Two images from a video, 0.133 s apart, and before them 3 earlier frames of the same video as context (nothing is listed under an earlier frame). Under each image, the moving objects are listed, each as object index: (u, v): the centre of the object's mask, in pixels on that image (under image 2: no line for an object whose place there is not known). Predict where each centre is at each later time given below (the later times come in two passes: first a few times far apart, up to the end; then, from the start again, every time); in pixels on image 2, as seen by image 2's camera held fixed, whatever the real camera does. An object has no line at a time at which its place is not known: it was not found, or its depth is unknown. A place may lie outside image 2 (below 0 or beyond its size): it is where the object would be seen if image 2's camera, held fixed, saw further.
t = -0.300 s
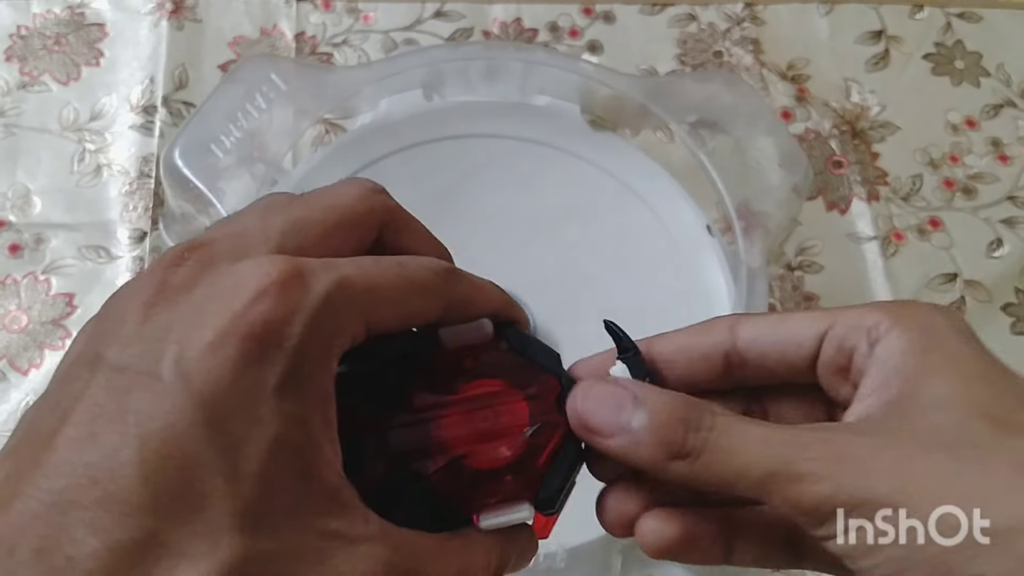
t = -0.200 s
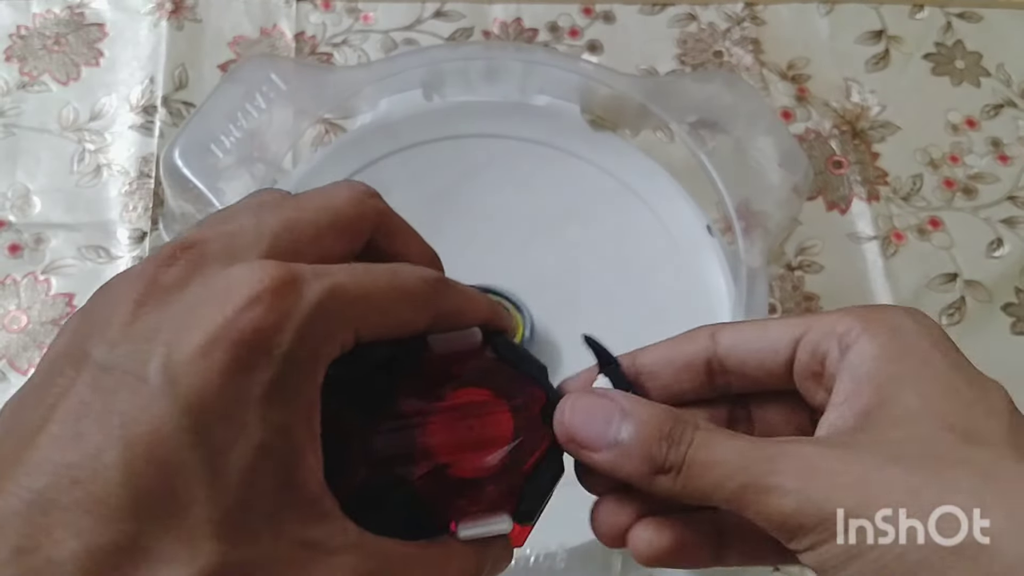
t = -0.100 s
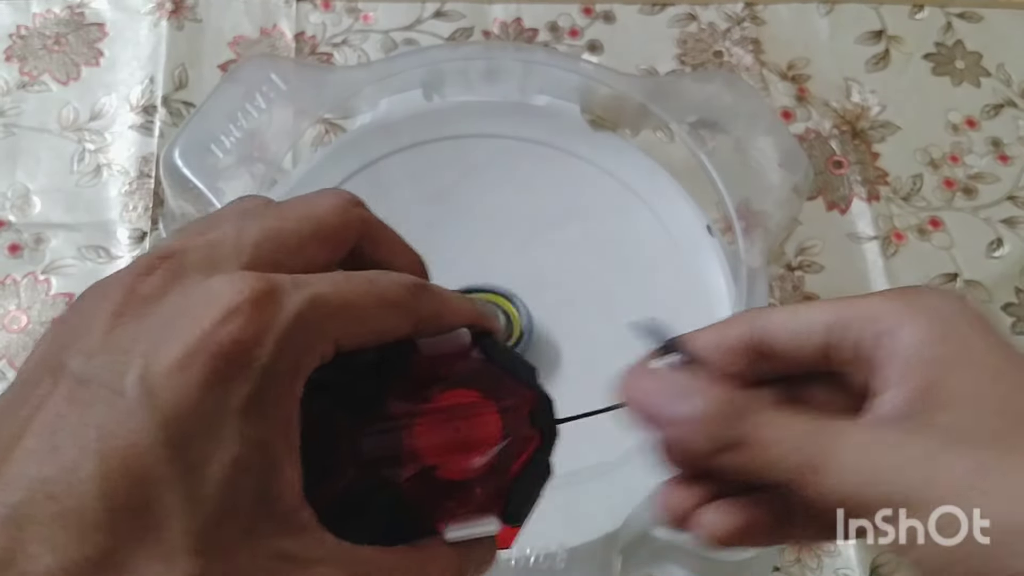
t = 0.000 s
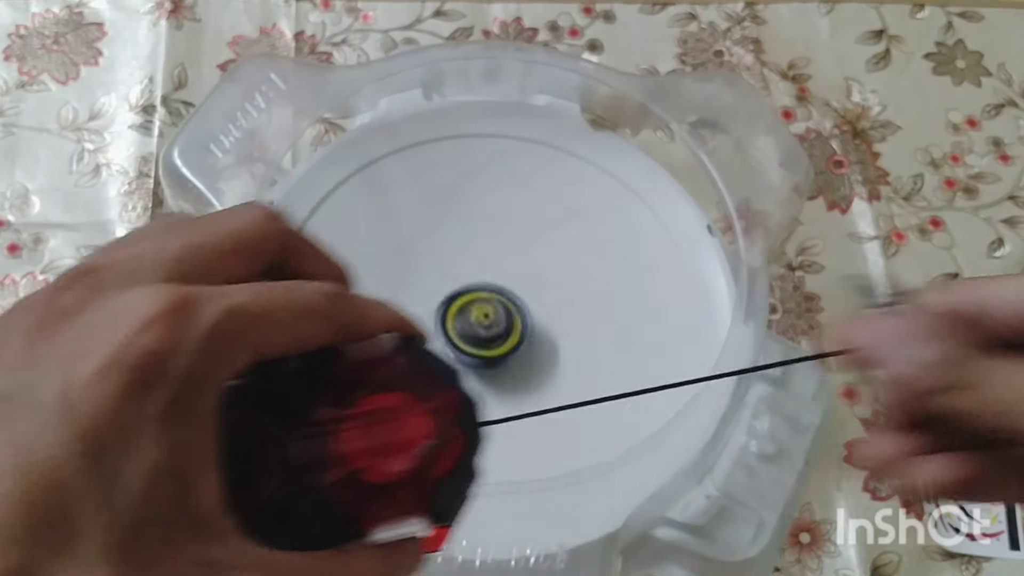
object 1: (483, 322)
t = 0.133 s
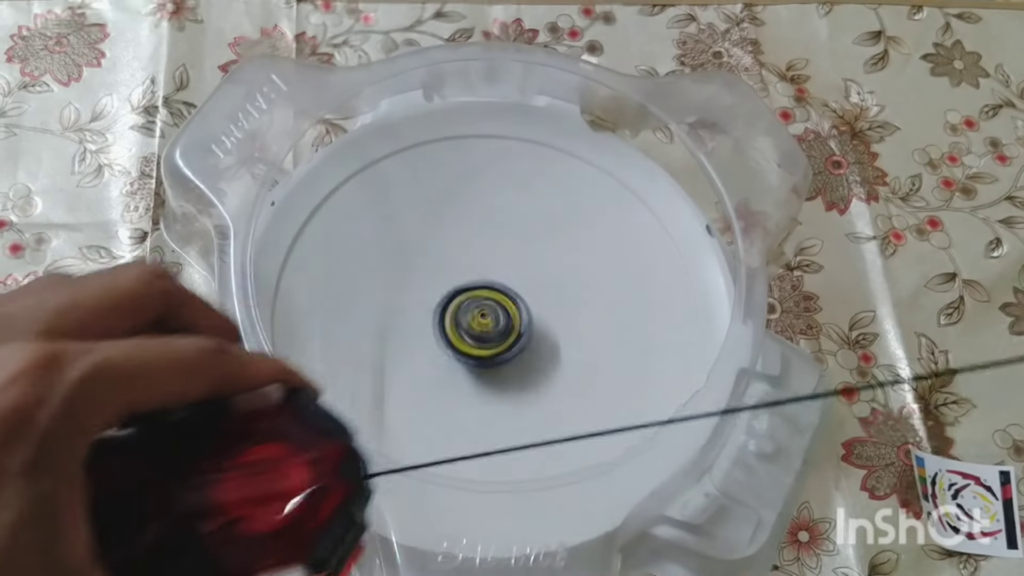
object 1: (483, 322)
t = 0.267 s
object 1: (485, 320)
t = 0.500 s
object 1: (487, 316)
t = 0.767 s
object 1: (484, 316)
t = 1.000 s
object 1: (481, 316)
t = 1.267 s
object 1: (475, 317)
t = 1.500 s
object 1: (476, 317)
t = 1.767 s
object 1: (482, 317)
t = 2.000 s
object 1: (480, 314)
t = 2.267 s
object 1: (476, 318)
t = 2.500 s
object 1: (477, 318)
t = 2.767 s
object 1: (481, 314)
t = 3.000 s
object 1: (481, 317)
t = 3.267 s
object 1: (483, 315)
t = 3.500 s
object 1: (479, 316)
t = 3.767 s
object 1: (480, 313)
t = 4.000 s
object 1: (478, 315)
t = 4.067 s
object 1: (480, 317)
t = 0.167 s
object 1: (484, 322)
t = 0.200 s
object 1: (482, 321)
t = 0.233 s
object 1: (484, 318)
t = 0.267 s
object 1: (485, 320)
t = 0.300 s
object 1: (484, 318)
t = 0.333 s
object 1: (486, 319)
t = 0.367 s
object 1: (484, 318)
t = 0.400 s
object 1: (485, 317)
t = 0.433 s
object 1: (485, 317)
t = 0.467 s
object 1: (486, 317)
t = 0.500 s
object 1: (487, 316)
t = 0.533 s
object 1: (485, 316)
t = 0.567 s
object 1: (487, 316)
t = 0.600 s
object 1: (485, 318)
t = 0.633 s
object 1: (486, 314)
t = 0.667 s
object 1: (487, 318)
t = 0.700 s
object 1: (485, 316)
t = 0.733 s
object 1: (487, 315)
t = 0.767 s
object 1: (484, 316)
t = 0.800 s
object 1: (485, 315)
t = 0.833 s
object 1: (485, 317)
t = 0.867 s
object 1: (486, 313)
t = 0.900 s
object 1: (485, 315)
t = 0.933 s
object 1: (483, 314)
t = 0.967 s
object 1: (484, 314)
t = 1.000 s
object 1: (481, 316)
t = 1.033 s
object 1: (480, 314)
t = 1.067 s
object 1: (480, 314)
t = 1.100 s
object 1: (477, 315)
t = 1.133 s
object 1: (477, 315)
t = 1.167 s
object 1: (474, 314)
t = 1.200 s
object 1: (475, 312)
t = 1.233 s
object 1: (476, 316)
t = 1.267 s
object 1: (475, 317)
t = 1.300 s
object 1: (476, 315)
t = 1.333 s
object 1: (474, 315)
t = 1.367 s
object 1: (475, 313)
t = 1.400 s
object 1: (477, 317)
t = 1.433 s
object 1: (476, 317)
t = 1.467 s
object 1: (478, 317)
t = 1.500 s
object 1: (476, 317)
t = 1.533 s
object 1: (477, 314)
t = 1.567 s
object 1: (478, 317)
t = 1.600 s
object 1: (478, 316)
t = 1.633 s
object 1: (480, 318)
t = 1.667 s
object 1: (479, 317)
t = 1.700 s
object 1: (481, 316)
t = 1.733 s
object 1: (482, 320)
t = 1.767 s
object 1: (482, 317)
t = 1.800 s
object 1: (484, 317)
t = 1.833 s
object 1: (482, 316)
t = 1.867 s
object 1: (482, 313)
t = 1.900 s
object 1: (482, 315)
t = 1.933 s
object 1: (482, 314)
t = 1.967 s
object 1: (483, 315)
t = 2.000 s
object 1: (480, 314)
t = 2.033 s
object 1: (481, 312)
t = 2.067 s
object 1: (481, 315)
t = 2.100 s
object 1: (478, 316)
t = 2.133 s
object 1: (479, 317)
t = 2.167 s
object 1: (476, 319)
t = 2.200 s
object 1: (478, 315)
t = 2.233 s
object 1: (479, 317)
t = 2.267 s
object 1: (476, 318)
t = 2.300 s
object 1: (478, 318)
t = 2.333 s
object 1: (476, 318)
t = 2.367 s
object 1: (478, 316)
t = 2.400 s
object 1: (478, 318)
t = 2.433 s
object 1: (477, 319)
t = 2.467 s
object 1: (478, 318)
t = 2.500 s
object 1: (477, 318)
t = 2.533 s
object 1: (479, 318)
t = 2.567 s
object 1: (480, 318)
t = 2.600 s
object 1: (479, 318)
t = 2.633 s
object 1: (481, 317)
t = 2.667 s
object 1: (481, 317)
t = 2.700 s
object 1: (482, 316)
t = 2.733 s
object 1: (483, 315)
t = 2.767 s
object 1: (481, 314)
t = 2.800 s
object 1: (481, 311)
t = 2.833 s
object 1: (482, 315)
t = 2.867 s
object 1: (479, 315)
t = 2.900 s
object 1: (480, 315)
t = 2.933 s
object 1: (478, 316)
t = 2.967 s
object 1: (479, 315)
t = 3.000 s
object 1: (481, 317)
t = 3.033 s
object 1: (480, 317)
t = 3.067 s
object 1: (481, 318)
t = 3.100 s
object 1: (480, 320)
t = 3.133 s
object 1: (481, 318)
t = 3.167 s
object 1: (483, 317)
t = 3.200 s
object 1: (480, 317)
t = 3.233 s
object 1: (481, 314)
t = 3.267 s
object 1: (483, 315)
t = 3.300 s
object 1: (481, 315)
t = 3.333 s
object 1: (480, 315)
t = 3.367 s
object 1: (478, 315)
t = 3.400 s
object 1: (479, 313)
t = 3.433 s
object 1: (480, 315)
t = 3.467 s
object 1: (478, 315)
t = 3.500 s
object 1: (479, 316)
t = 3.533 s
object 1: (480, 317)
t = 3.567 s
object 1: (479, 317)
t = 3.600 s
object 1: (481, 316)
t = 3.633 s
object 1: (481, 317)
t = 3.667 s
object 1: (481, 316)
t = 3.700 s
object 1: (481, 314)
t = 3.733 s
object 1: (480, 314)
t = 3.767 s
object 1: (480, 313)
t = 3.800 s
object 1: (480, 318)
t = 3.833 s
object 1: (479, 318)
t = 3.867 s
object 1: (481, 316)
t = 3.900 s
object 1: (481, 317)
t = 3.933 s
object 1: (481, 316)
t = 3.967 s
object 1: (481, 315)
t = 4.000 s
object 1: (478, 315)
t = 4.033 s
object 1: (478, 313)
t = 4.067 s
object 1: (480, 317)
